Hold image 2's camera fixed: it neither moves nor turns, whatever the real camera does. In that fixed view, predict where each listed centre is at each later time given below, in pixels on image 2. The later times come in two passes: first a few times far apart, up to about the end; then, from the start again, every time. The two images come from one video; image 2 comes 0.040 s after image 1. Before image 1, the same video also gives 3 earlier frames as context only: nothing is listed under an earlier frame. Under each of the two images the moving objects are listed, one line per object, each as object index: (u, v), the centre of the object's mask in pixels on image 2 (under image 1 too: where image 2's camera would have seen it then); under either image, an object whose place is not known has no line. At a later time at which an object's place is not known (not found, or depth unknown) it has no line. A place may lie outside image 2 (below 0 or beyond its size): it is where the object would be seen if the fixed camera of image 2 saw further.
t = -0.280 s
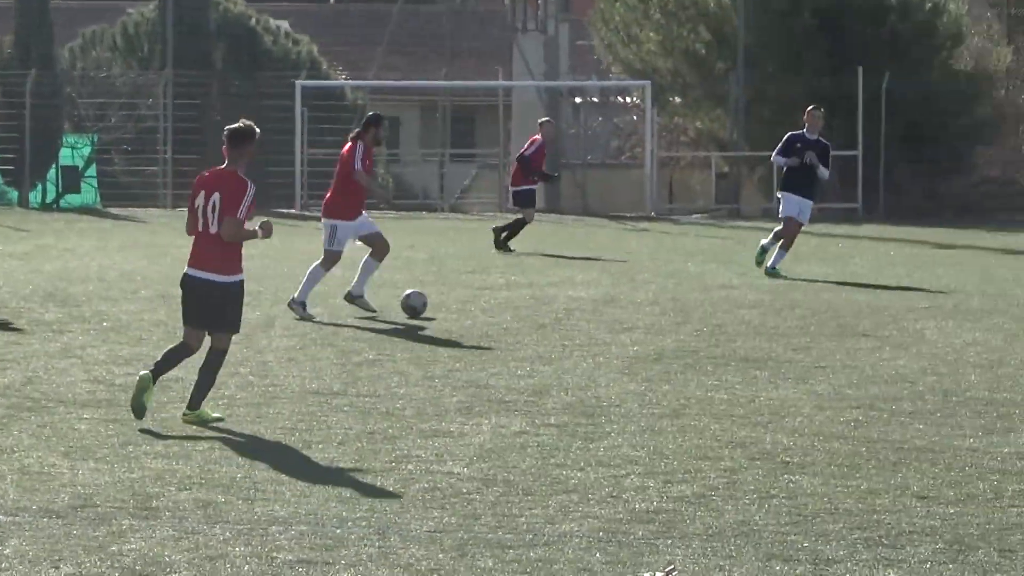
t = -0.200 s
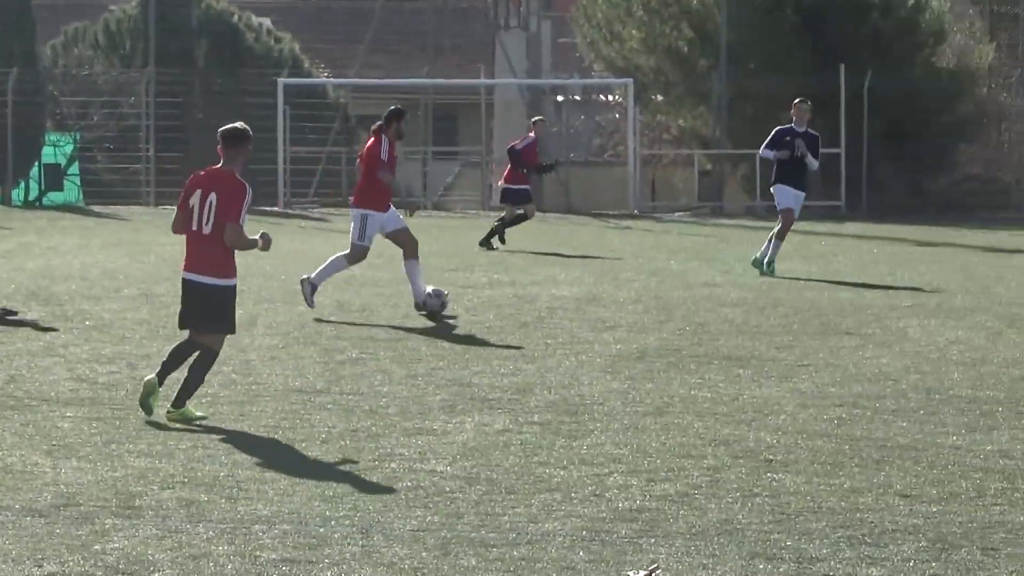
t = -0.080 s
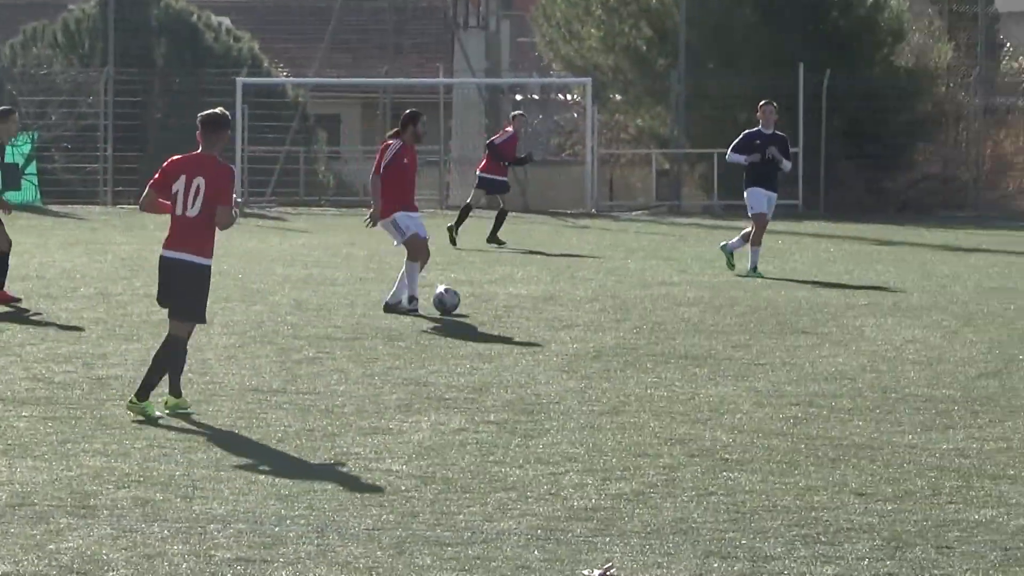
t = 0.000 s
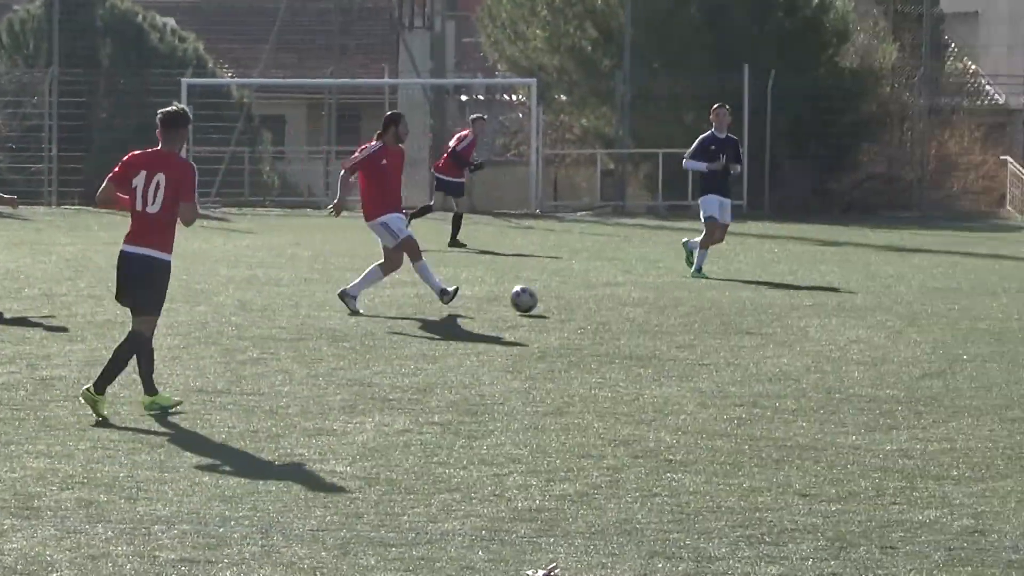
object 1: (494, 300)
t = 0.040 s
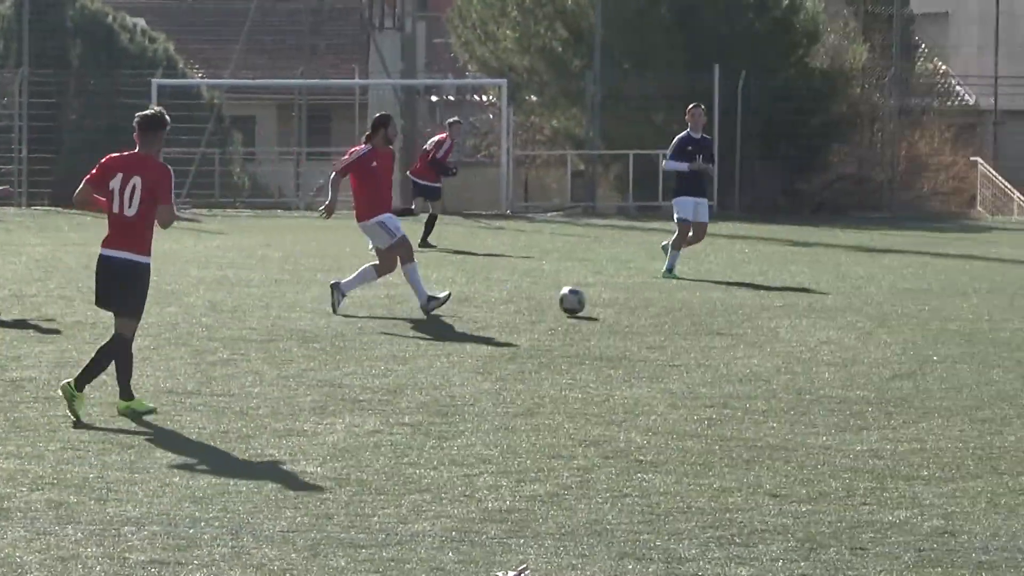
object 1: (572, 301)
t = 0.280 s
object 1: (999, 295)
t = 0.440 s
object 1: (1266, 295)
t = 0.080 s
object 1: (648, 302)
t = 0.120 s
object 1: (720, 299)
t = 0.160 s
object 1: (792, 297)
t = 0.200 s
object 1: (863, 297)
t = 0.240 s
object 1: (933, 299)
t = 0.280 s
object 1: (999, 295)
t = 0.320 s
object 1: (1067, 294)
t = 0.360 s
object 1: (1135, 296)
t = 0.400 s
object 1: (1203, 300)
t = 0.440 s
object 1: (1266, 295)
